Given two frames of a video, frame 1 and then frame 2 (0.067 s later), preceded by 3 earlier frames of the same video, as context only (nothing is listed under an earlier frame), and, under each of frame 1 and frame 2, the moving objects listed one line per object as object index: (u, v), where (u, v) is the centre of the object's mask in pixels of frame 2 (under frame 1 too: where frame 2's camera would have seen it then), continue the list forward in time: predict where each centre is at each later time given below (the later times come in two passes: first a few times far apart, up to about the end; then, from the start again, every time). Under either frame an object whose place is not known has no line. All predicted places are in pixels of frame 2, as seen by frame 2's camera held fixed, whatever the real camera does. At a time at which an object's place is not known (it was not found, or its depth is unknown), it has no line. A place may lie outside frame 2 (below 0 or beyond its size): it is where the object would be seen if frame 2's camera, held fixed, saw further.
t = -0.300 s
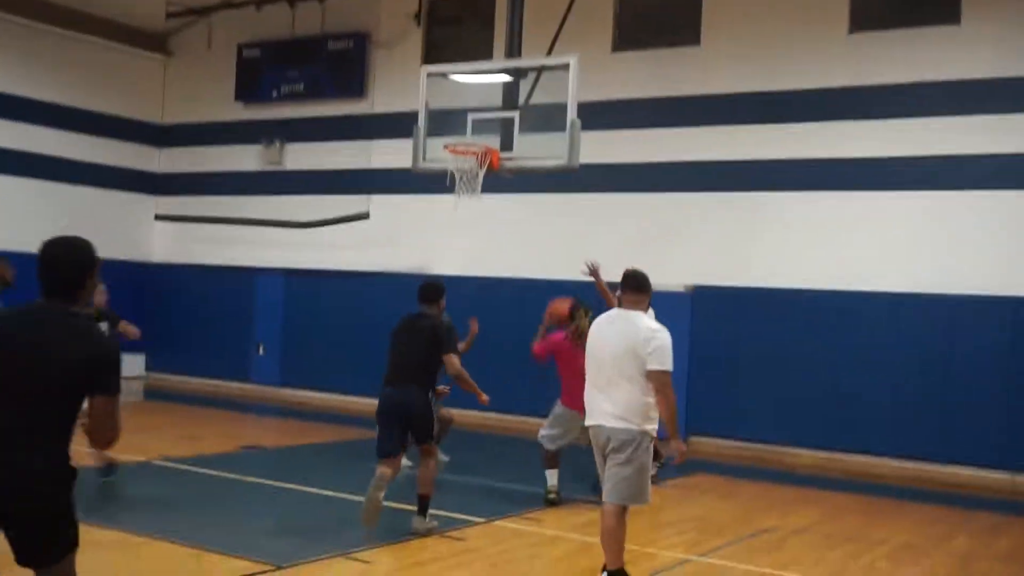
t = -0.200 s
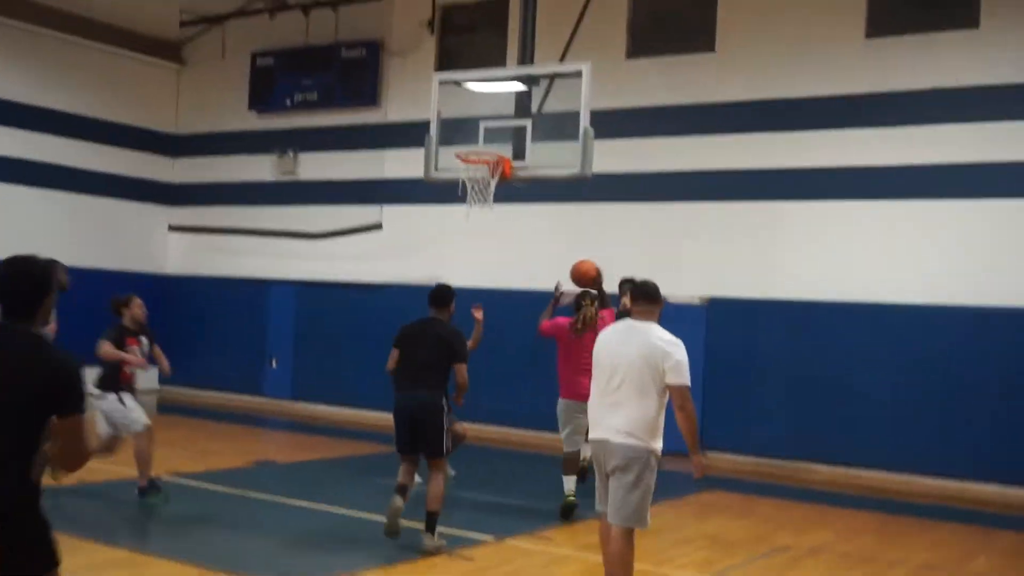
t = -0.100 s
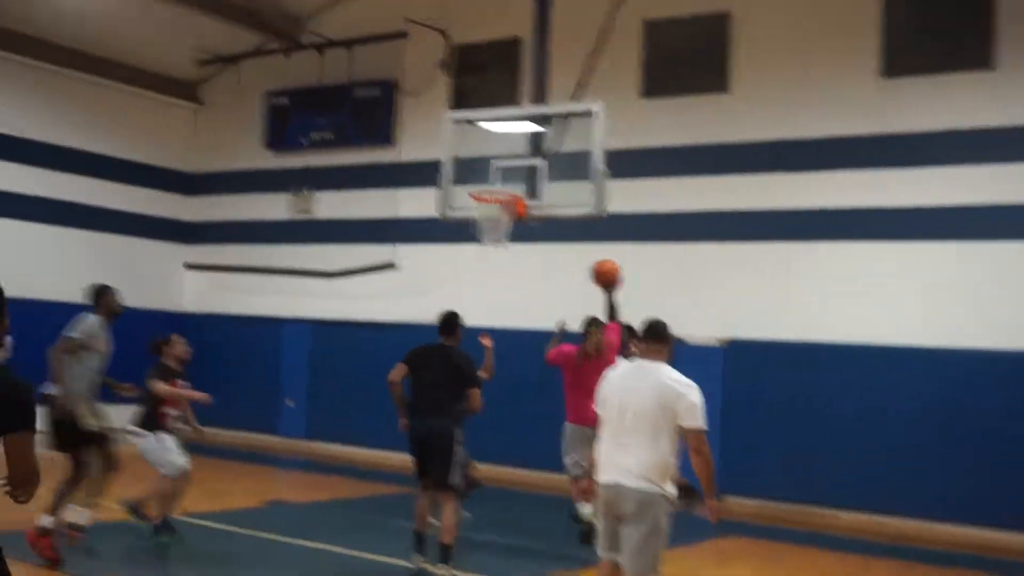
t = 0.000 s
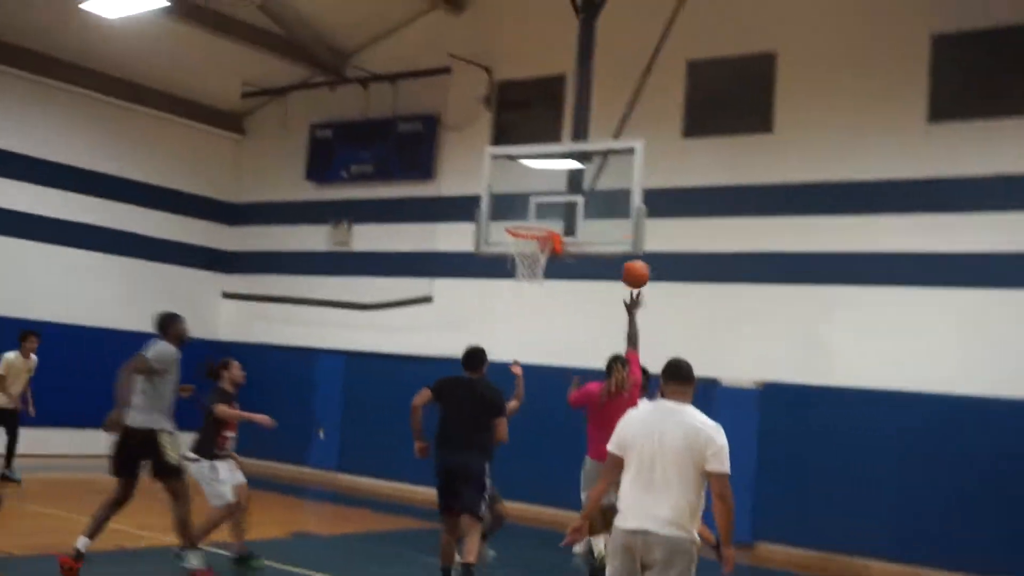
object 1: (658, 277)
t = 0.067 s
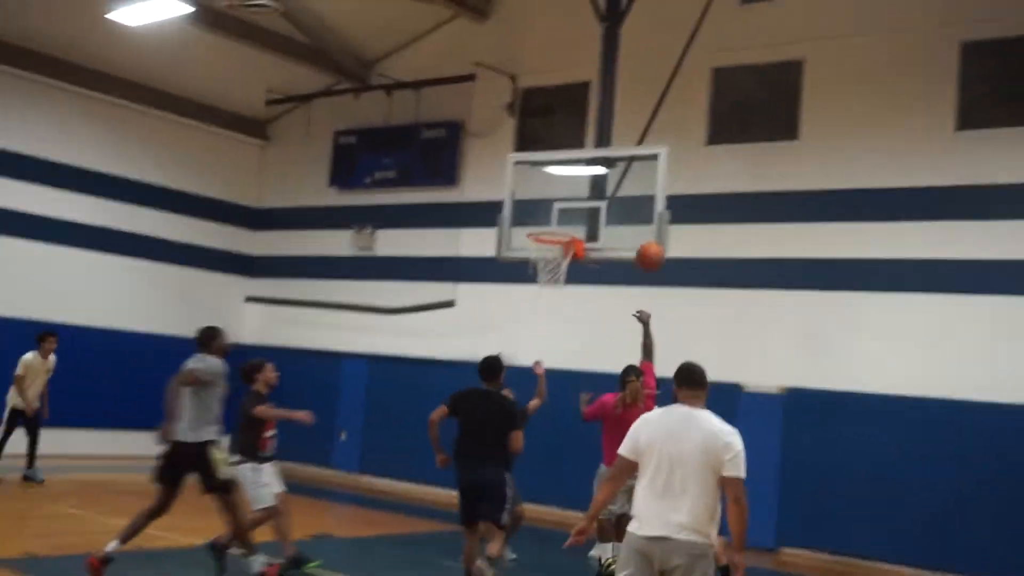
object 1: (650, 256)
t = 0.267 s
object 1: (624, 222)
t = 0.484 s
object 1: (588, 229)
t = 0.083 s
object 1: (648, 253)
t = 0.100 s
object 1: (646, 248)
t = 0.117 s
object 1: (644, 242)
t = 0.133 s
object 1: (643, 240)
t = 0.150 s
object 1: (639, 236)
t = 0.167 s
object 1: (637, 233)
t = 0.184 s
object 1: (635, 231)
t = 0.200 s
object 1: (633, 228)
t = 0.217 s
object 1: (631, 226)
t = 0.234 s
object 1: (629, 225)
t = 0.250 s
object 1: (627, 223)
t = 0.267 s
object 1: (624, 222)
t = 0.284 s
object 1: (623, 221)
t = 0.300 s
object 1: (621, 221)
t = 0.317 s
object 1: (620, 221)
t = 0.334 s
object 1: (617, 221)
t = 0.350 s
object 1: (615, 221)
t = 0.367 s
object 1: (613, 221)
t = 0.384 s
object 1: (611, 222)
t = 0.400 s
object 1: (609, 222)
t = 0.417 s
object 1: (604, 223)
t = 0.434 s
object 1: (601, 224)
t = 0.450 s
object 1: (596, 226)
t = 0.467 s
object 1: (592, 227)
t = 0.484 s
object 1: (588, 229)
